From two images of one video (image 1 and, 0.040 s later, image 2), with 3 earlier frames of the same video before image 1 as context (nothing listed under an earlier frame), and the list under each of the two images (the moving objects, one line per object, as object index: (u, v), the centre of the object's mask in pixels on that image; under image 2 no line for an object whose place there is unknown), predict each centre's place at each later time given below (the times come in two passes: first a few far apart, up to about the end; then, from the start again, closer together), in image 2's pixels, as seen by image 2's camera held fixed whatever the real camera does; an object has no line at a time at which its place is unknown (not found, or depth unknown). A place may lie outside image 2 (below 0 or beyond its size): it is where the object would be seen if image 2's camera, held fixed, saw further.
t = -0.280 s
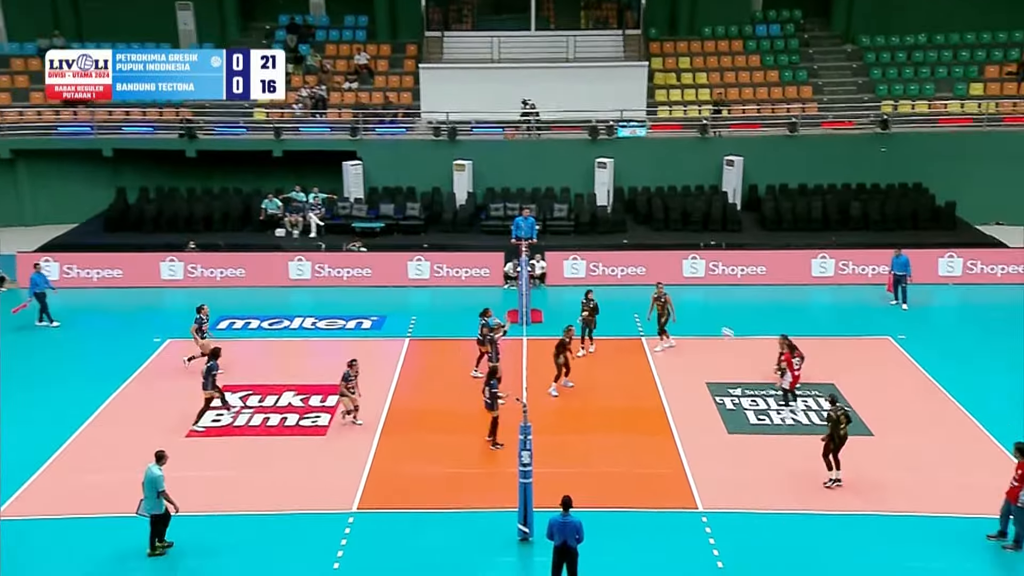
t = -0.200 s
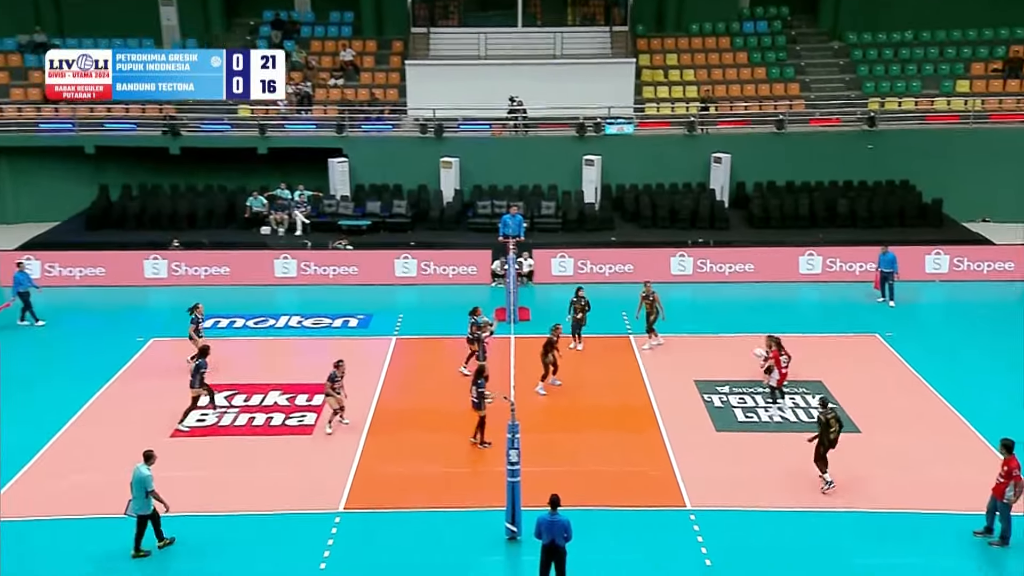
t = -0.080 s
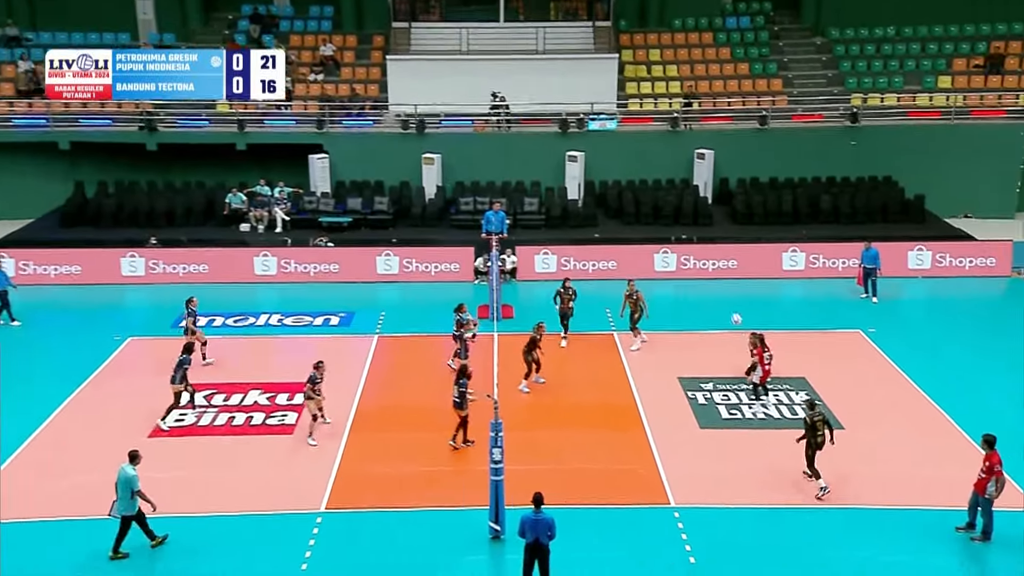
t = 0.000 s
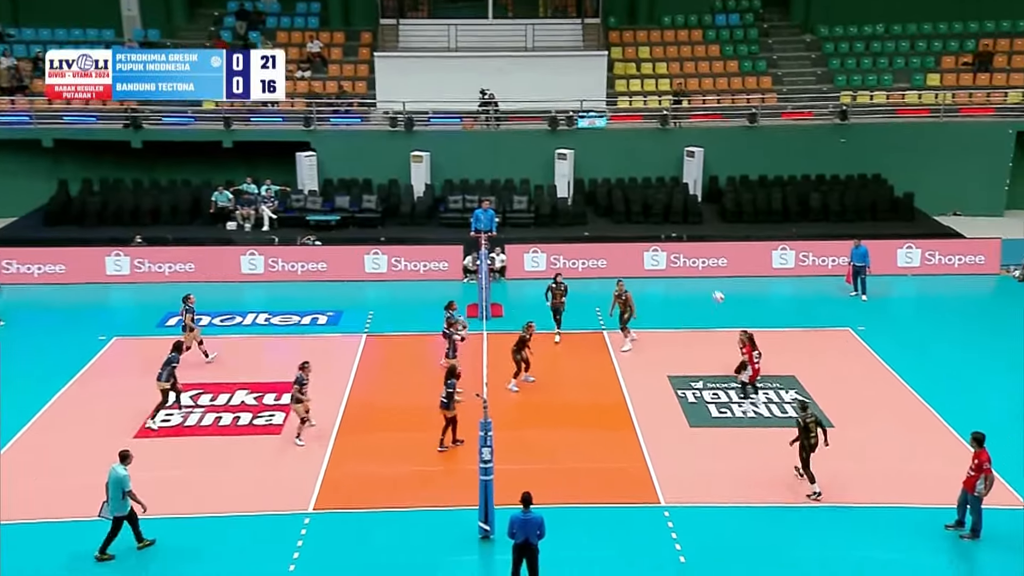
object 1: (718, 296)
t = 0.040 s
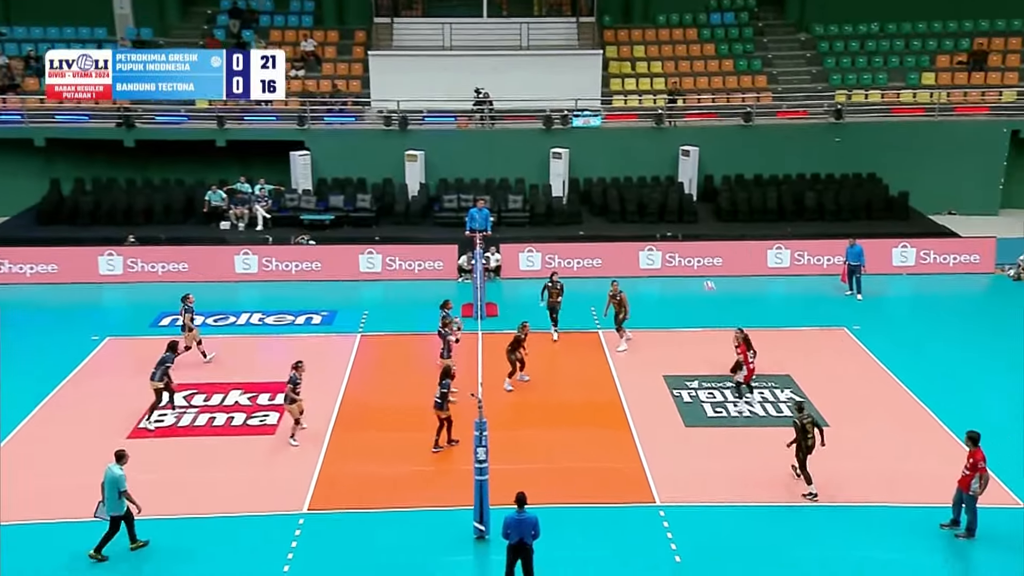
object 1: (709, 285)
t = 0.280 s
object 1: (684, 241)
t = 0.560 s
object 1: (654, 221)
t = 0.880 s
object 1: (617, 240)
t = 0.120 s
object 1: (700, 268)
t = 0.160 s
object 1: (698, 262)
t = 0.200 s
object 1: (693, 253)
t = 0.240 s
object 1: (689, 246)
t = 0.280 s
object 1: (684, 241)
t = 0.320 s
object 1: (681, 237)
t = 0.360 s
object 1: (676, 233)
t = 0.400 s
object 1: (672, 229)
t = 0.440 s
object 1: (668, 227)
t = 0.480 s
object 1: (663, 224)
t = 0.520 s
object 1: (659, 222)
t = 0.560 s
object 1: (654, 221)
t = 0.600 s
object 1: (650, 221)
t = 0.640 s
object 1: (645, 221)
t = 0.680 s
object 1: (641, 223)
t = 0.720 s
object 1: (636, 225)
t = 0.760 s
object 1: (631, 228)
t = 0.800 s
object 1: (627, 231)
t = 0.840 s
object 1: (622, 235)
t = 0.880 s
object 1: (617, 240)
